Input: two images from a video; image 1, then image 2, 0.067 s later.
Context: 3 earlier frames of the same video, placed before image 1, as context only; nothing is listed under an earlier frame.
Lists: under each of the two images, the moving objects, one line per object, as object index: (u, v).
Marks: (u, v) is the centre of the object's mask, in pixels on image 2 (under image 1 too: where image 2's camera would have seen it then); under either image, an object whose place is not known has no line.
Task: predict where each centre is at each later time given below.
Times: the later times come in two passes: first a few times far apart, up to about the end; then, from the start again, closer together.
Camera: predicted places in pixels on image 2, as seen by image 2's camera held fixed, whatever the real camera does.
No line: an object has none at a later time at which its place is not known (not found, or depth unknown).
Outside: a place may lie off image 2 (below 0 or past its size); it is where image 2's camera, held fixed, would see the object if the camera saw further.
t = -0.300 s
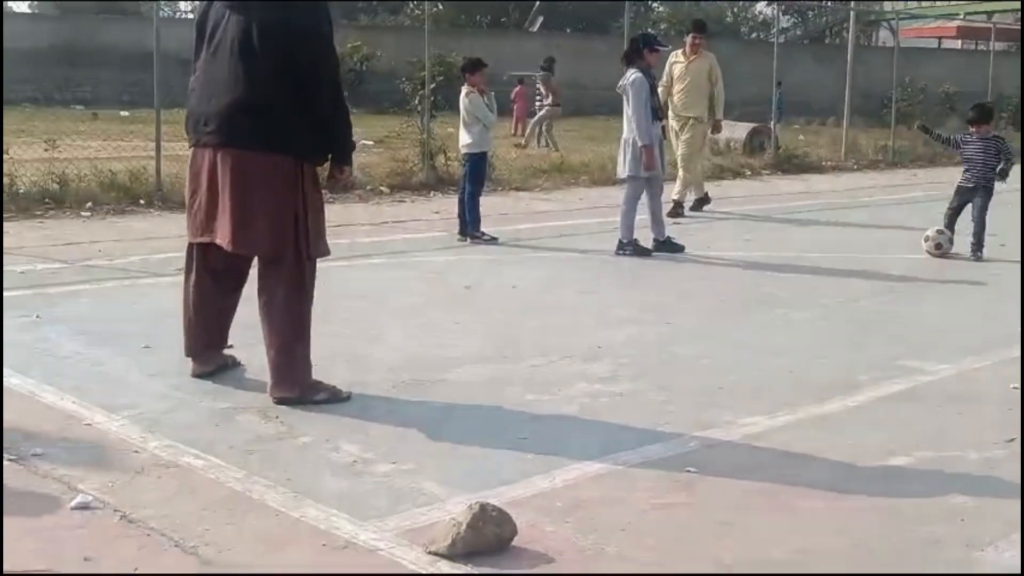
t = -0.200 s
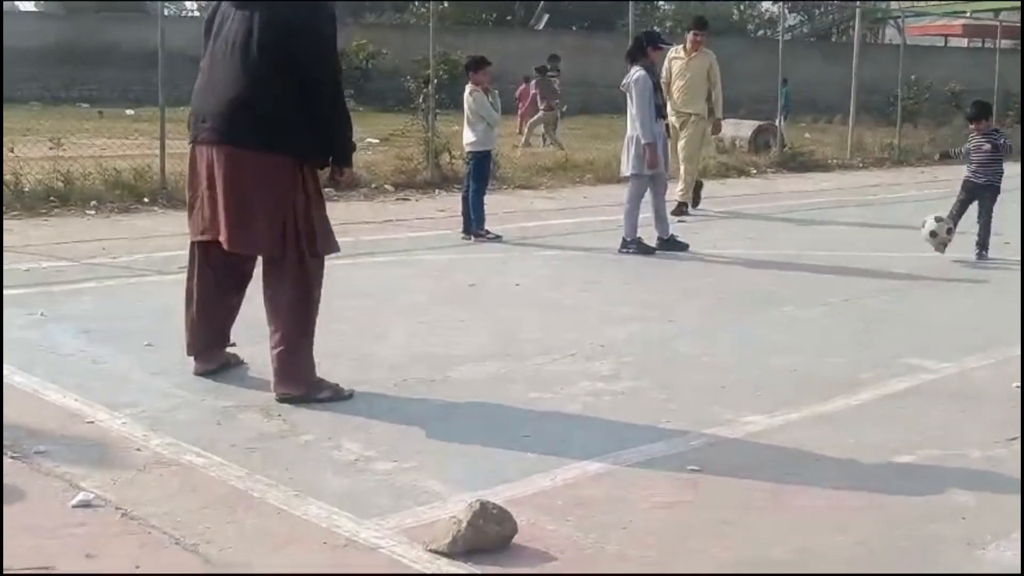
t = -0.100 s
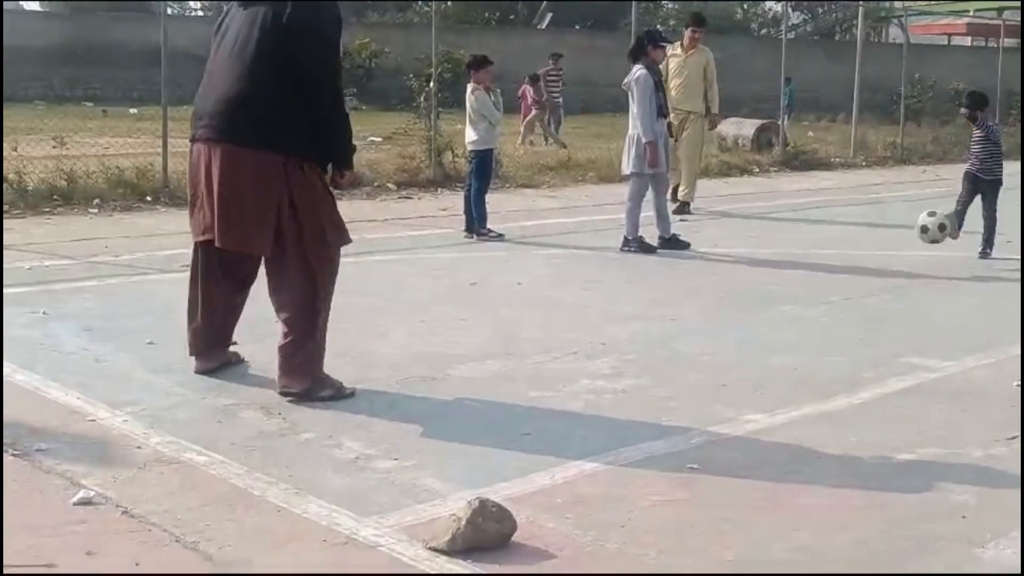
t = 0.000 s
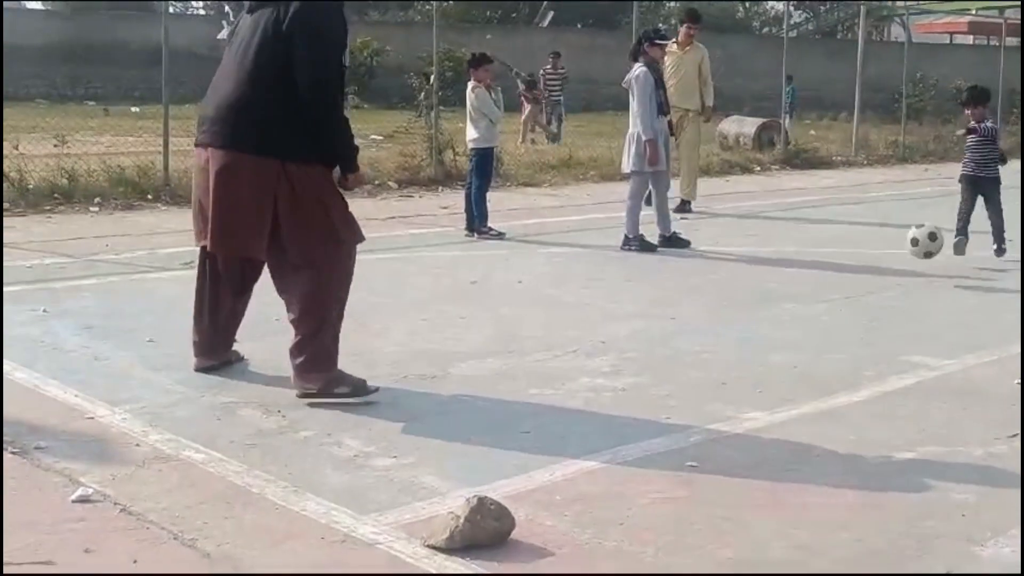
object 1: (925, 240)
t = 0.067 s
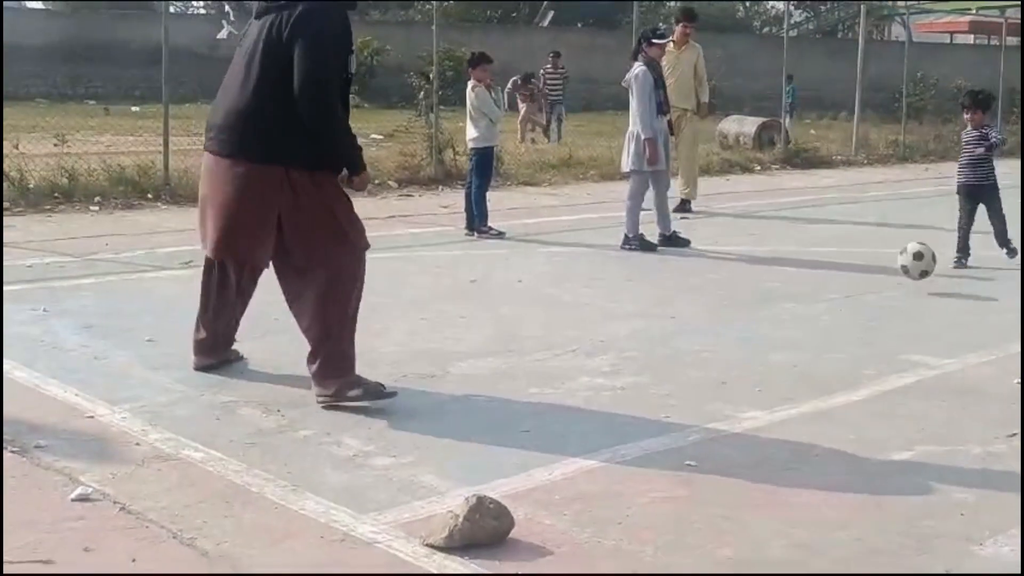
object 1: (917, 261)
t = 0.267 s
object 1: (909, 272)
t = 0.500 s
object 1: (904, 305)
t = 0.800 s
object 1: (903, 348)
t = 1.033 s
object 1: (905, 393)
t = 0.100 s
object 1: (913, 275)
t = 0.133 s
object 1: (910, 280)
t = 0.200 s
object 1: (910, 272)
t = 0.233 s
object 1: (910, 272)
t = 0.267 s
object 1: (909, 272)
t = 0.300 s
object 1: (908, 274)
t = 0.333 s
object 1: (907, 278)
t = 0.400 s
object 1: (904, 295)
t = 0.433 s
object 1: (903, 308)
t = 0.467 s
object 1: (903, 311)
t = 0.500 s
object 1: (904, 305)
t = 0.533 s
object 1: (903, 303)
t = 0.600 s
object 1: (903, 305)
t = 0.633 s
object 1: (903, 310)
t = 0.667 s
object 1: (904, 319)
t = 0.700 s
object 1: (904, 330)
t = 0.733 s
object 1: (902, 343)
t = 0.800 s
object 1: (903, 348)
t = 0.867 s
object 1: (904, 352)
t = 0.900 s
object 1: (905, 358)
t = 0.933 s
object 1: (905, 366)
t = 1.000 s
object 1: (904, 393)
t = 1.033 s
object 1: (905, 393)
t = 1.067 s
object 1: (906, 392)
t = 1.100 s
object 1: (908, 394)
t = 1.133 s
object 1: (910, 399)
